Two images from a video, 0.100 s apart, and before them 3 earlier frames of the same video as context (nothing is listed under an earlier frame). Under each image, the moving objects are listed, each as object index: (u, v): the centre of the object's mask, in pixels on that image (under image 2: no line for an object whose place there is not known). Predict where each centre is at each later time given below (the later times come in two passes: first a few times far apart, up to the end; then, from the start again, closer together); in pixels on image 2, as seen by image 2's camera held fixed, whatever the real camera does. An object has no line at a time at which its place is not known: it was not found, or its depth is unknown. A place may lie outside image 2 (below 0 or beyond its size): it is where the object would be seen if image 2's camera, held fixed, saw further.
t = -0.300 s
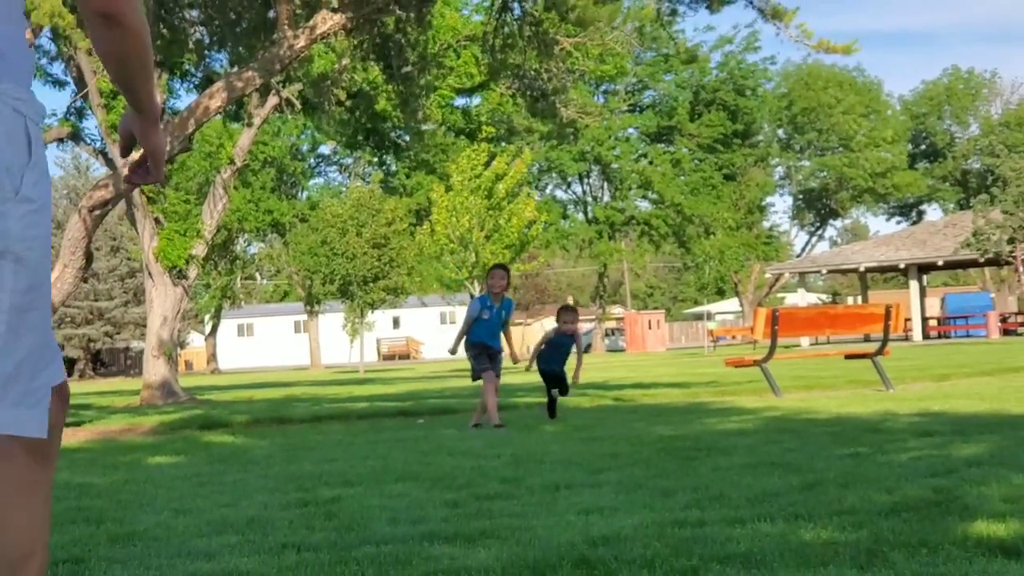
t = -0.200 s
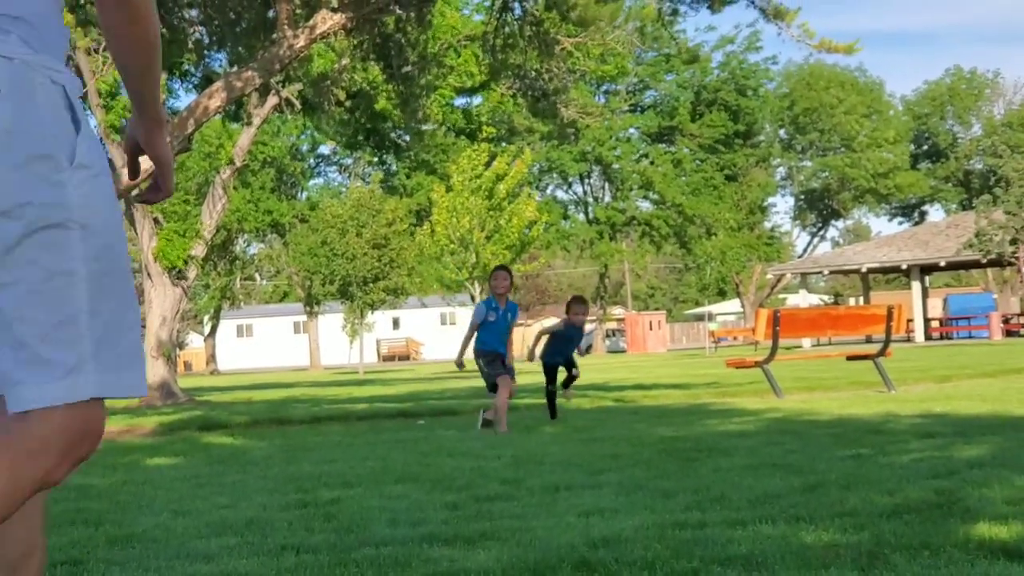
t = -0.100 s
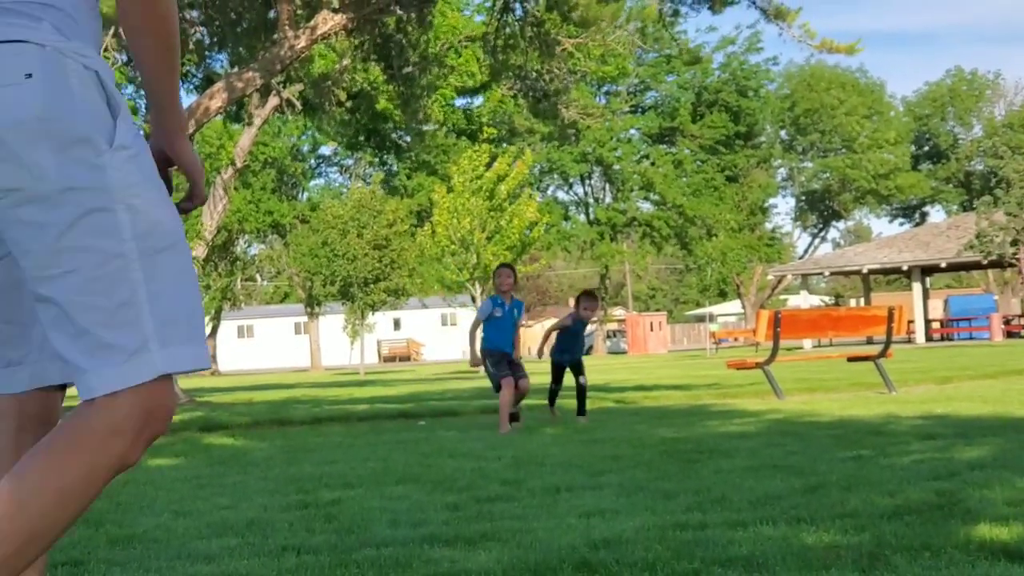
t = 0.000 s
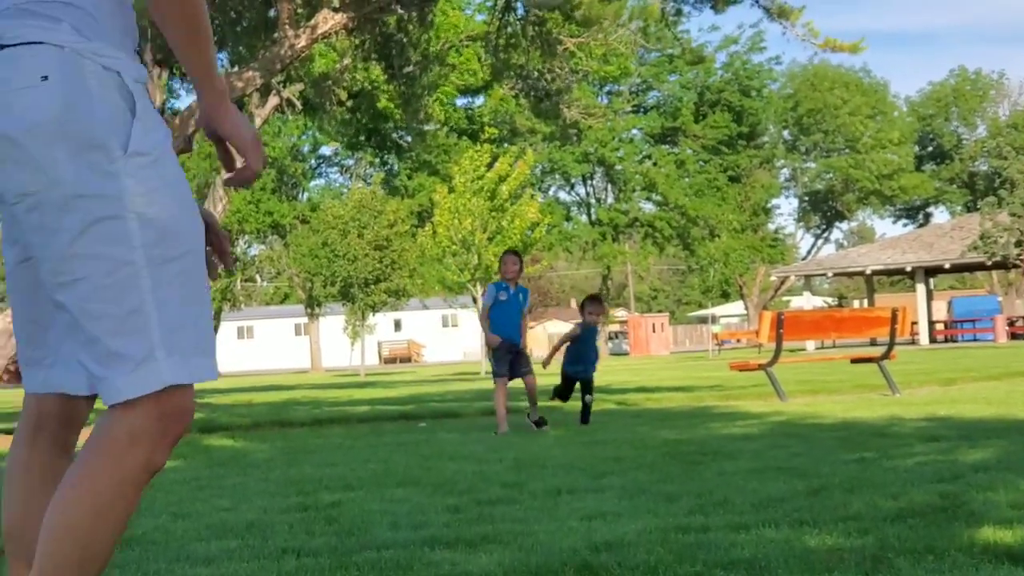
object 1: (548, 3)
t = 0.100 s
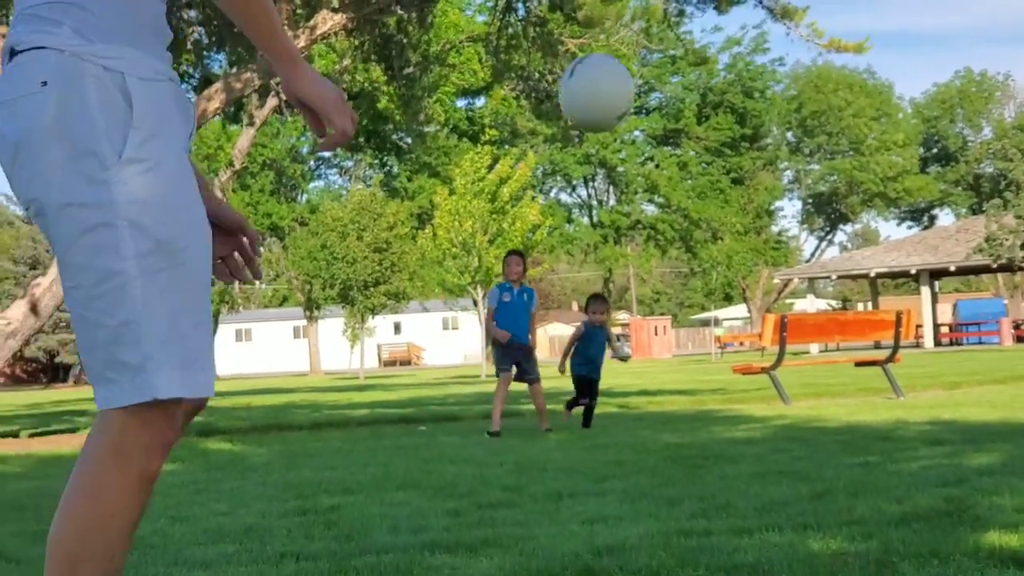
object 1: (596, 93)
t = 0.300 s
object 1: (779, 554)
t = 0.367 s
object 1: (803, 498)
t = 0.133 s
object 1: (619, 146)
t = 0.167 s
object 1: (645, 213)
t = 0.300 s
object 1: (779, 554)
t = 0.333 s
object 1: (790, 533)
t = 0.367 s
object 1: (803, 498)
